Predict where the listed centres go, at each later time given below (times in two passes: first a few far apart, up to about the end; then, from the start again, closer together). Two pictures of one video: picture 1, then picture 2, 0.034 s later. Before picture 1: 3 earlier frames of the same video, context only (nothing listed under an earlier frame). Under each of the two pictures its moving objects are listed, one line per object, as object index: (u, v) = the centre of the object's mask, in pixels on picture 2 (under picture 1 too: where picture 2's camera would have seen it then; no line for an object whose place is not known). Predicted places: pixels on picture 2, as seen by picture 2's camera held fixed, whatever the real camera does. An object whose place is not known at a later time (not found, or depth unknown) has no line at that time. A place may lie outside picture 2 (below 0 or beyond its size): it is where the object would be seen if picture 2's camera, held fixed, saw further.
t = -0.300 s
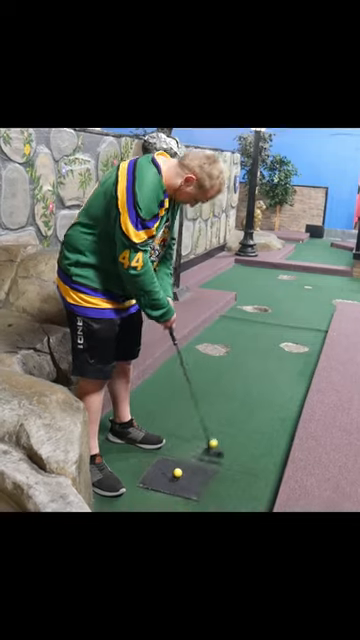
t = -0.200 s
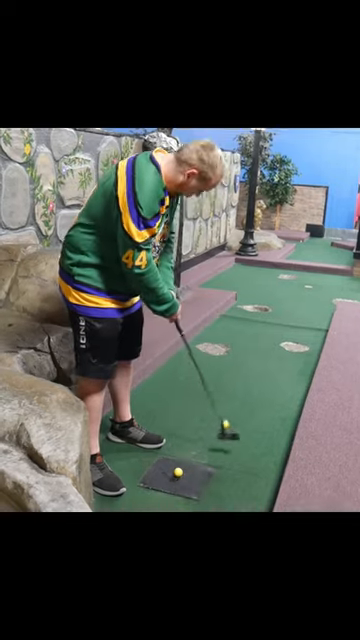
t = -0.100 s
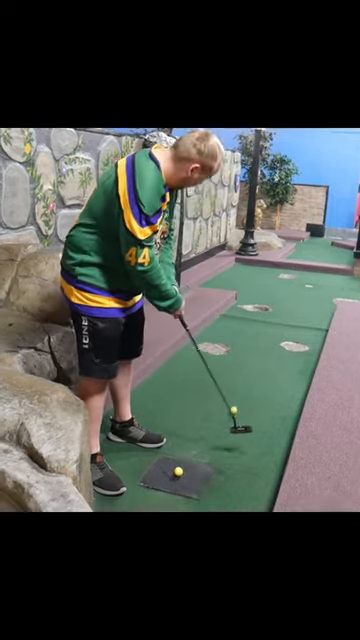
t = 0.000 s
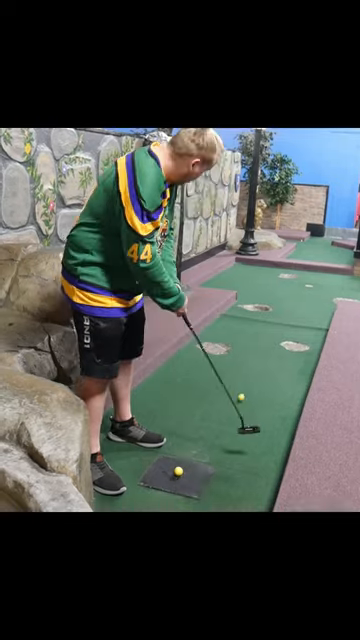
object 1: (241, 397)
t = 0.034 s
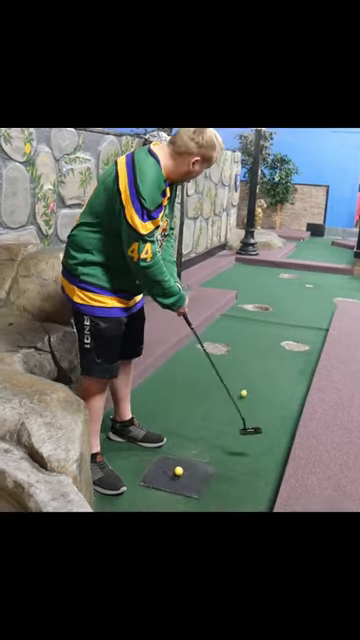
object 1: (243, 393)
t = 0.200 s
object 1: (253, 376)
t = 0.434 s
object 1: (264, 357)
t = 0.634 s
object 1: (273, 344)
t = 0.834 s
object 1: (279, 332)
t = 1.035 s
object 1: (285, 324)
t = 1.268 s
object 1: (292, 315)
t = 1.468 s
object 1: (295, 310)
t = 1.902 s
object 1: (302, 299)
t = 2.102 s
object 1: (305, 295)
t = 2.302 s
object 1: (307, 290)
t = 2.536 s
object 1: (309, 288)
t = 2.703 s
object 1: (310, 286)
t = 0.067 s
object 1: (245, 390)
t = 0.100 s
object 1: (247, 386)
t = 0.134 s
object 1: (249, 383)
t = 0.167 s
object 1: (251, 379)
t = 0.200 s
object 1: (253, 376)
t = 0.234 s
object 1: (254, 373)
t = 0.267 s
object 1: (256, 370)
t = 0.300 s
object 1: (258, 368)
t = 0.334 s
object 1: (260, 365)
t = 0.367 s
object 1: (261, 363)
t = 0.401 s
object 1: (263, 360)
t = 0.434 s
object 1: (264, 357)
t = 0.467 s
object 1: (266, 355)
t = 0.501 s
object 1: (267, 353)
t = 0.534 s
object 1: (268, 350)
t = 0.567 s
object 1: (270, 348)
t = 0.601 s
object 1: (272, 346)
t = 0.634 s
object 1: (273, 344)
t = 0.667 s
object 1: (274, 342)
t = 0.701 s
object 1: (275, 340)
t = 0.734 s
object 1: (276, 338)
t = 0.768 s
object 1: (277, 336)
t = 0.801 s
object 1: (278, 334)
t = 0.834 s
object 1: (279, 332)
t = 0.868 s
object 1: (281, 331)
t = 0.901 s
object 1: (282, 329)
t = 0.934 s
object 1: (283, 328)
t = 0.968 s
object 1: (284, 327)
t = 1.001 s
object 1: (285, 325)
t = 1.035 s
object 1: (285, 324)
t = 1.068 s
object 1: (286, 321)
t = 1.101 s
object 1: (287, 319)
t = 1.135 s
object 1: (288, 316)
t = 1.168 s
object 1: (289, 315)
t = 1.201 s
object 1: (289, 315)
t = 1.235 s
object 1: (290, 317)
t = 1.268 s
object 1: (292, 315)
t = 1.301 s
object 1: (293, 313)
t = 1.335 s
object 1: (293, 313)
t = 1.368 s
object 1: (294, 313)
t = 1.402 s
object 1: (294, 311)
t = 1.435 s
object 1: (295, 311)
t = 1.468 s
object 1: (295, 310)
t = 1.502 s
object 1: (296, 309)
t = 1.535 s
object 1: (297, 308)
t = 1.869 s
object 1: (302, 300)
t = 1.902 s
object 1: (302, 299)
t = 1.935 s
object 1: (303, 298)
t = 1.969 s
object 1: (303, 298)
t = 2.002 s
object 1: (304, 296)
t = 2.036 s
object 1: (304, 296)
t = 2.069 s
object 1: (304, 295)
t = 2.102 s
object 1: (305, 295)
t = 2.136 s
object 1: (305, 294)
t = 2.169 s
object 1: (306, 294)
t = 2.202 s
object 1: (306, 292)
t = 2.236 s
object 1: (307, 292)
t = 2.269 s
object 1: (307, 291)
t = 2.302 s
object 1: (307, 290)
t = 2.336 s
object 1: (308, 290)
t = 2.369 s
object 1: (308, 290)
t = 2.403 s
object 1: (308, 290)
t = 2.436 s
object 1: (308, 289)
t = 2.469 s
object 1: (308, 289)
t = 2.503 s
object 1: (309, 288)
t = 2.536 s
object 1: (309, 288)
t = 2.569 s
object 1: (309, 287)
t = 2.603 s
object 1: (310, 286)
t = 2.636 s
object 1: (310, 286)
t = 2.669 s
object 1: (310, 286)
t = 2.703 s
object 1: (310, 286)
